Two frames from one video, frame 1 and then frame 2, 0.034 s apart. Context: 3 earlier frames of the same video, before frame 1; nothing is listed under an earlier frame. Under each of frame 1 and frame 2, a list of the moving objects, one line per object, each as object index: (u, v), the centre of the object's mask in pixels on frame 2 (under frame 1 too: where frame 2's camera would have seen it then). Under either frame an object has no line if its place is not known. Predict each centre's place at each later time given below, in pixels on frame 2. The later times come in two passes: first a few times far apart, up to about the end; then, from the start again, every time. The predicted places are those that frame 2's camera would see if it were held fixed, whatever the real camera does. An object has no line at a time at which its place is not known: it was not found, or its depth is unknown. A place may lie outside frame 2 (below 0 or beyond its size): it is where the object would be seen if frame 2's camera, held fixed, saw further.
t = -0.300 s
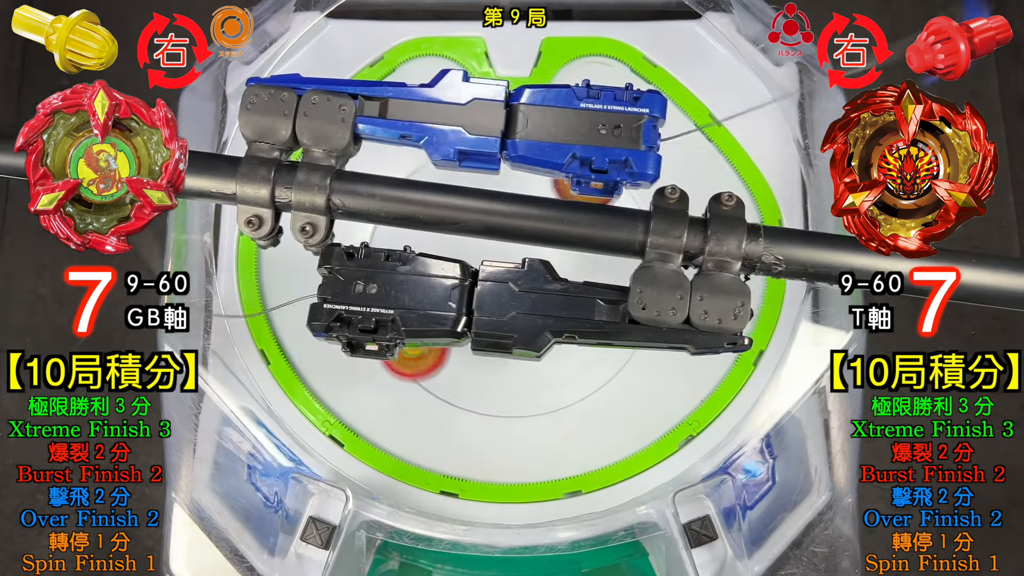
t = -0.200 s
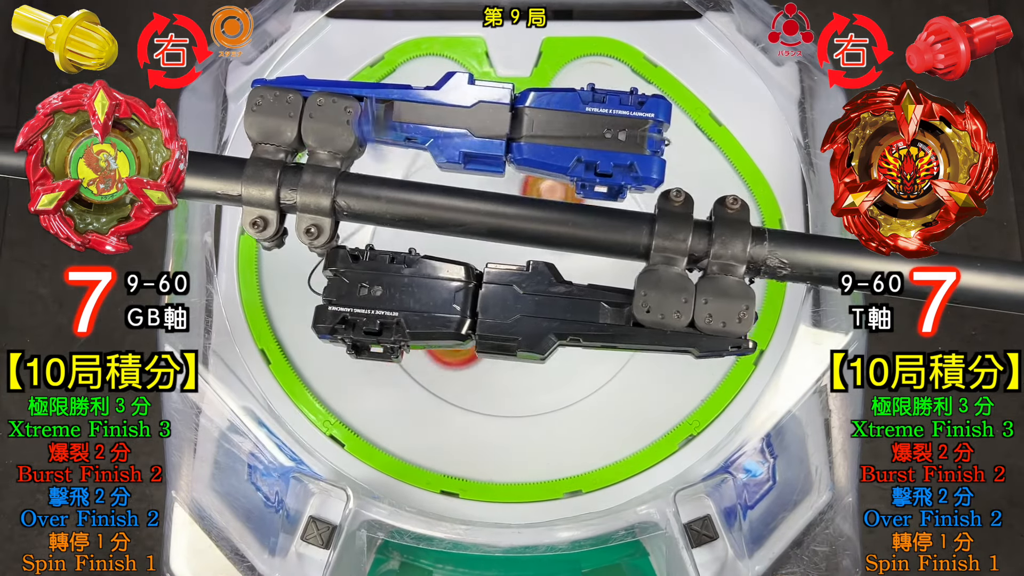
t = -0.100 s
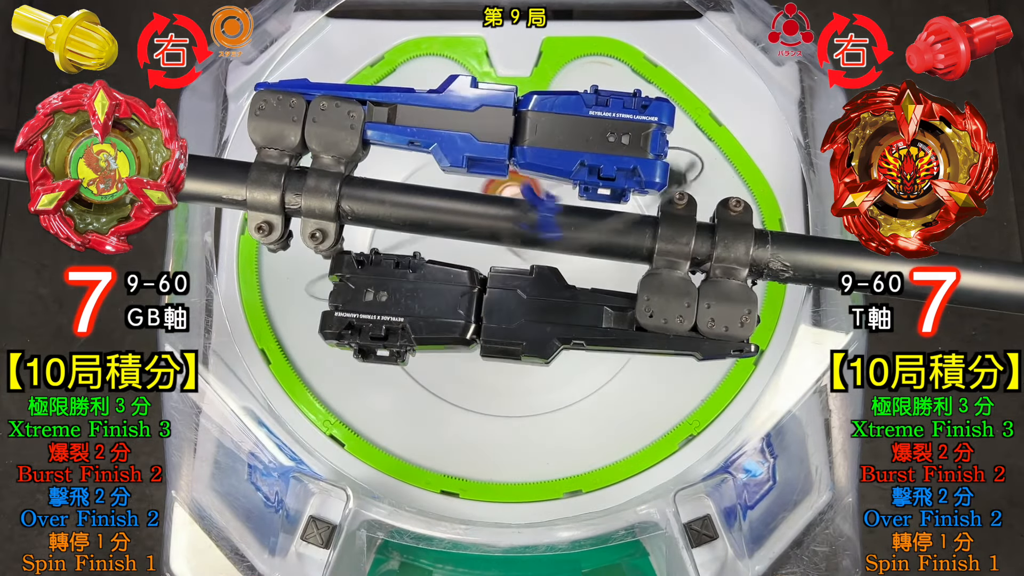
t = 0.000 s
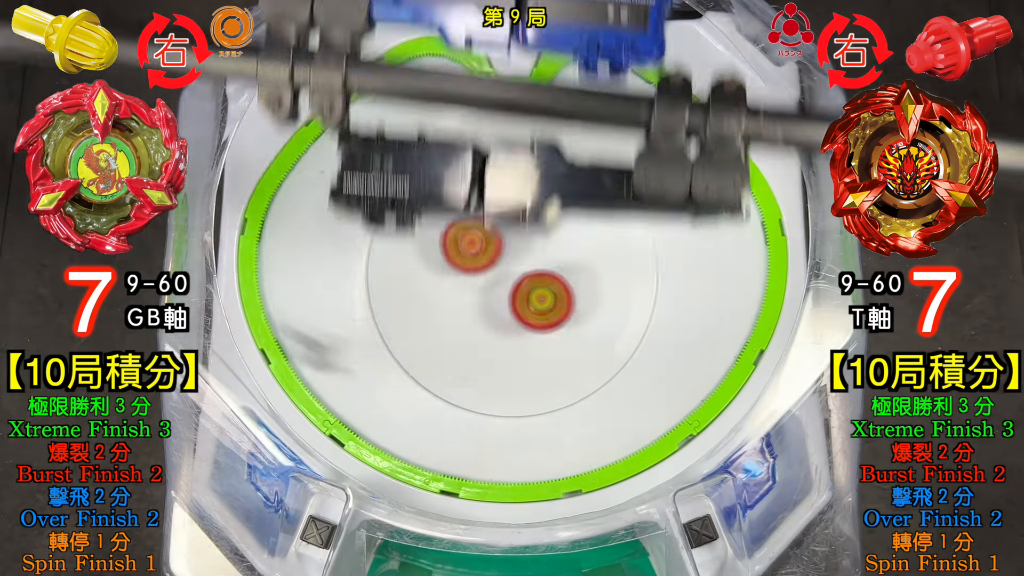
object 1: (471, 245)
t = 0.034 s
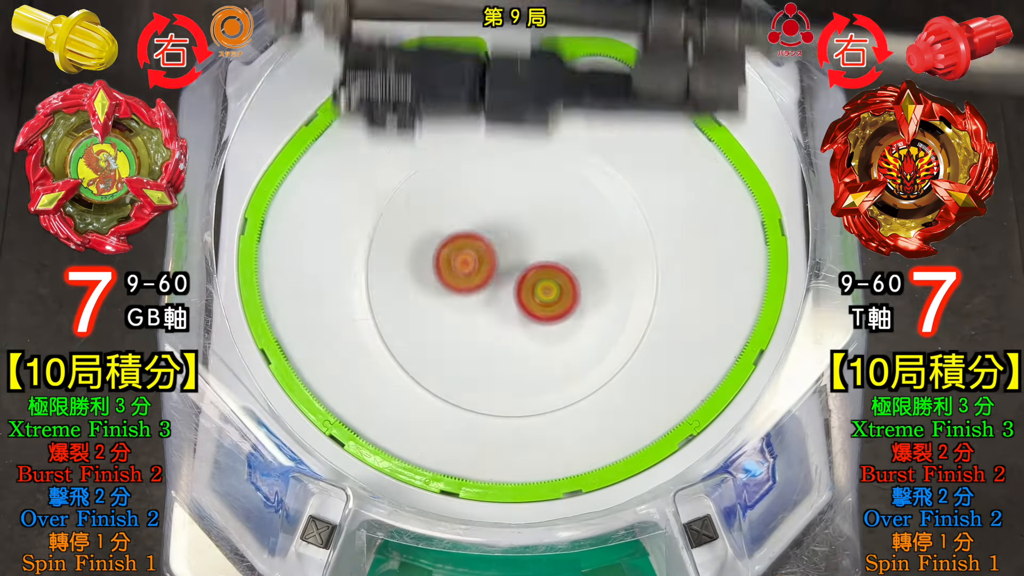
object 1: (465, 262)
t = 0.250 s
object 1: (523, 394)
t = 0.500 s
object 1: (654, 278)
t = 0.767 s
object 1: (449, 115)
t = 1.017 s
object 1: (270, 251)
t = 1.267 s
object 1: (751, 296)
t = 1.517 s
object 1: (730, 452)
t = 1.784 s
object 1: (643, 92)
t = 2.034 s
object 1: (585, 476)
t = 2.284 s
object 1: (484, 273)
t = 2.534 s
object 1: (475, 162)
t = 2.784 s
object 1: (529, 233)
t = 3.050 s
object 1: (601, 389)
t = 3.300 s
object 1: (642, 382)
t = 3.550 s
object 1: (560, 153)
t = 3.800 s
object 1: (366, 230)
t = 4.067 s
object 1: (419, 365)
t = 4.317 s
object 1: (706, 238)
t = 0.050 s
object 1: (463, 274)
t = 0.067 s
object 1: (462, 285)
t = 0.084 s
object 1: (462, 296)
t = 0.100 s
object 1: (463, 308)
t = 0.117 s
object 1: (466, 319)
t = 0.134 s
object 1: (469, 331)
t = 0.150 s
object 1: (474, 342)
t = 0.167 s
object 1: (480, 352)
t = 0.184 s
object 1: (486, 362)
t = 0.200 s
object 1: (494, 371)
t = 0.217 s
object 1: (503, 380)
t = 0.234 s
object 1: (513, 388)
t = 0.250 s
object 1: (523, 394)
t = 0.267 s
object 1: (534, 400)
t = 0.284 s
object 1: (545, 404)
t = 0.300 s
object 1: (556, 403)
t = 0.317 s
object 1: (567, 400)
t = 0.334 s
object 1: (578, 396)
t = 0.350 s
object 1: (588, 389)
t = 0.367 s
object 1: (597, 381)
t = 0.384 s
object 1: (606, 372)
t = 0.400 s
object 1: (613, 360)
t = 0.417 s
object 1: (621, 348)
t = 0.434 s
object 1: (628, 335)
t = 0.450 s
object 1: (636, 322)
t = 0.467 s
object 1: (643, 308)
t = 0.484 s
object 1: (650, 294)
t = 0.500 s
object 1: (654, 278)
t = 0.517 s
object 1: (655, 261)
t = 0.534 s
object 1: (653, 245)
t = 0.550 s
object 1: (649, 229)
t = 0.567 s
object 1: (641, 213)
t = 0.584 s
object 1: (631, 198)
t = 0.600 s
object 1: (619, 182)
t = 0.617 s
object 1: (606, 168)
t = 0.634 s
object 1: (591, 155)
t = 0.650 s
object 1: (574, 144)
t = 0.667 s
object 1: (557, 135)
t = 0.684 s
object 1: (539, 128)
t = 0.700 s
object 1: (521, 122)
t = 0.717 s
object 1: (503, 118)
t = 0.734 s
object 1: (485, 116)
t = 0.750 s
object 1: (466, 114)
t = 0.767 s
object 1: (449, 115)
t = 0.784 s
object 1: (432, 116)
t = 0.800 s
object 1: (416, 119)
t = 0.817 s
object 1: (400, 123)
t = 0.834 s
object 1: (386, 128)
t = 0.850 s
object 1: (372, 134)
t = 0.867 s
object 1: (358, 141)
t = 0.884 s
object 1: (346, 150)
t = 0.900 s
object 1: (333, 159)
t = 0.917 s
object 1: (322, 169)
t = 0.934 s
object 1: (311, 180)
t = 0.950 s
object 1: (301, 192)
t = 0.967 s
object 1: (292, 205)
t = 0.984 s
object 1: (284, 219)
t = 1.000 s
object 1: (276, 234)
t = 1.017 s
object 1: (270, 251)
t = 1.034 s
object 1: (264, 268)
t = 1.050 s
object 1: (259, 286)
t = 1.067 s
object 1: (268, 308)
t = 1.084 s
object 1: (284, 332)
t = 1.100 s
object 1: (300, 356)
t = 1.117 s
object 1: (316, 380)
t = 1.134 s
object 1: (334, 405)
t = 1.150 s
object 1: (377, 427)
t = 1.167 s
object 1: (425, 448)
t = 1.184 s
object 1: (475, 467)
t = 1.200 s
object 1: (547, 455)
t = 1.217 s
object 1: (618, 437)
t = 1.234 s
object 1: (678, 404)
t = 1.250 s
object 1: (717, 354)
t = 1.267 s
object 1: (751, 296)
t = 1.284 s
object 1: (756, 226)
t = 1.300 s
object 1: (724, 165)
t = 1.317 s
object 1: (677, 111)
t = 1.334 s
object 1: (624, 66)
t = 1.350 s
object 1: (565, 64)
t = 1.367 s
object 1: (541, 127)
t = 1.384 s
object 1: (522, 188)
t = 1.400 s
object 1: (504, 260)
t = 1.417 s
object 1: (578, 307)
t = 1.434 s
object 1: (670, 346)
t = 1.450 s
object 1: (755, 377)
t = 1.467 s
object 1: (827, 416)
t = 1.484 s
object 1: (792, 441)
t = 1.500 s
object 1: (742, 460)
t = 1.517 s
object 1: (730, 452)
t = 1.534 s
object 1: (737, 425)
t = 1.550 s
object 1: (746, 392)
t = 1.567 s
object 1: (760, 366)
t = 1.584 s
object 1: (774, 342)
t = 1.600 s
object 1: (784, 317)
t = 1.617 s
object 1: (786, 293)
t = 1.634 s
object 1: (780, 268)
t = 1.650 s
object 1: (769, 243)
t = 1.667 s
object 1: (754, 220)
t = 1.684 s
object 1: (741, 197)
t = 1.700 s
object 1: (730, 173)
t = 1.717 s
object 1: (719, 150)
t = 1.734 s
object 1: (707, 130)
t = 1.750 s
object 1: (685, 118)
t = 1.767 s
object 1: (664, 107)
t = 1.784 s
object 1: (643, 92)
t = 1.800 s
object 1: (625, 75)
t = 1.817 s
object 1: (600, 63)
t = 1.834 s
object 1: (568, 71)
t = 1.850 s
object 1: (578, 111)
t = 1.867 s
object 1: (570, 143)
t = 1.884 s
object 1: (573, 178)
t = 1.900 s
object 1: (576, 213)
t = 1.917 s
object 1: (578, 251)
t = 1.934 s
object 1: (580, 291)
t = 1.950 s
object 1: (583, 332)
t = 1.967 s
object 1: (585, 364)
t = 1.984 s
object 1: (585, 390)
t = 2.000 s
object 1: (585, 417)
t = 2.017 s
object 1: (585, 446)
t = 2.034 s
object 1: (585, 476)
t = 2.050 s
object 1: (579, 479)
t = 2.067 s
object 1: (570, 465)
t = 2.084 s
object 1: (559, 452)
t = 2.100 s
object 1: (550, 439)
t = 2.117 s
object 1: (540, 426)
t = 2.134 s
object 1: (532, 412)
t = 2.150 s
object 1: (526, 395)
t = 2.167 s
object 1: (519, 378)
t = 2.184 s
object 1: (513, 363)
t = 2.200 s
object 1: (506, 347)
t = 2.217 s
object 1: (500, 333)
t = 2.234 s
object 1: (495, 319)
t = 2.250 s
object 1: (491, 304)
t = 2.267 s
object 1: (487, 288)
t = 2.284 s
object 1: (484, 273)
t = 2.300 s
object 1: (480, 259)
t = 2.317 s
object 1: (477, 246)
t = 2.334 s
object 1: (474, 235)
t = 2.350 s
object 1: (472, 224)
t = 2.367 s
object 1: (471, 212)
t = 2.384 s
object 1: (470, 202)
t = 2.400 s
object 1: (470, 193)
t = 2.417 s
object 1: (469, 185)
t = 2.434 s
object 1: (469, 178)
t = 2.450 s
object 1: (469, 173)
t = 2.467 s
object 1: (470, 168)
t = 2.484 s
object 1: (471, 165)
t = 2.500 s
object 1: (472, 163)
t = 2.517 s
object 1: (474, 162)
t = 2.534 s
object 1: (475, 162)
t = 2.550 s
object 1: (478, 163)
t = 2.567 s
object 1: (480, 166)
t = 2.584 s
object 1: (482, 170)
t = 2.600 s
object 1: (487, 169)
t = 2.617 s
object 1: (493, 168)
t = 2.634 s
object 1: (498, 169)
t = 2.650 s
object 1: (503, 171)
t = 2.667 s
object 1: (507, 175)
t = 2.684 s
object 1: (512, 179)
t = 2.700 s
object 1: (516, 185)
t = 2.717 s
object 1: (519, 192)
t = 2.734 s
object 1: (522, 201)
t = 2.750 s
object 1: (525, 210)
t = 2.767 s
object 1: (527, 221)
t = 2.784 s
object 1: (529, 233)
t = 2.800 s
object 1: (531, 245)
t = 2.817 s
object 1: (533, 259)
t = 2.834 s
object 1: (535, 272)
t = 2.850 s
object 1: (539, 286)
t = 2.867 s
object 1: (542, 299)
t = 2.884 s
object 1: (547, 313)
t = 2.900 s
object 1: (552, 325)
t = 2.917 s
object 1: (557, 338)
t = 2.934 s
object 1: (563, 349)
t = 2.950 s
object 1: (570, 360)
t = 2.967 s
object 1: (577, 369)
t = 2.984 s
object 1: (584, 379)
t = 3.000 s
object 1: (589, 384)
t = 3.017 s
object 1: (593, 385)
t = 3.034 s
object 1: (597, 386)
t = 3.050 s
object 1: (601, 389)
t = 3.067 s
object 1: (604, 391)
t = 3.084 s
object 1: (607, 394)
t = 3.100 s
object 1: (610, 397)
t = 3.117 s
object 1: (613, 400)
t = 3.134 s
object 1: (616, 404)
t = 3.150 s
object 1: (618, 408)
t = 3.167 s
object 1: (620, 412)
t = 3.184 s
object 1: (623, 416)
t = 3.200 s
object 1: (625, 421)
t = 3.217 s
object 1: (627, 426)
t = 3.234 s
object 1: (629, 431)
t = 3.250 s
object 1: (631, 437)
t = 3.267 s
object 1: (635, 427)
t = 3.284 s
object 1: (639, 404)
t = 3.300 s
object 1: (642, 382)
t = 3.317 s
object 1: (644, 362)
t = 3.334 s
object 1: (647, 341)
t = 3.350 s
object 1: (649, 320)
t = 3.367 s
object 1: (651, 301)
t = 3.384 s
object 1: (652, 282)
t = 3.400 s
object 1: (651, 263)
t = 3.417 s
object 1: (650, 245)
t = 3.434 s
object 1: (646, 228)
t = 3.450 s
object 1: (640, 212)
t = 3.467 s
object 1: (631, 199)
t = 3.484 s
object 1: (618, 187)
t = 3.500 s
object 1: (604, 176)
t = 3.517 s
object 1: (590, 166)
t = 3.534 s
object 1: (575, 159)
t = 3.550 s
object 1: (560, 153)
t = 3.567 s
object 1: (545, 148)
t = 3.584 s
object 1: (529, 146)
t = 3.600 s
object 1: (513, 145)
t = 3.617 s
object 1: (497, 145)
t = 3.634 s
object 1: (482, 147)
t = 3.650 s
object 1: (466, 151)
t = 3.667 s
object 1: (452, 156)
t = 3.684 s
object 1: (438, 161)
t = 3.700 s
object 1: (425, 168)
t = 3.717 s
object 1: (411, 175)
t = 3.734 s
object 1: (398, 183)
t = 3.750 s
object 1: (385, 192)
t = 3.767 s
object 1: (376, 203)
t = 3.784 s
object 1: (370, 216)
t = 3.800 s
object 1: (366, 230)
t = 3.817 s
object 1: (361, 243)
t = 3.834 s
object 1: (357, 256)
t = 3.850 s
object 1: (352, 269)
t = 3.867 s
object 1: (346, 281)
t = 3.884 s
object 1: (341, 293)
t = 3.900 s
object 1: (335, 304)
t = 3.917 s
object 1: (329, 314)
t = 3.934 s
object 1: (322, 324)
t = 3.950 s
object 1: (315, 333)
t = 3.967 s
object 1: (308, 342)
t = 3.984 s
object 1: (301, 350)
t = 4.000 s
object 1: (299, 358)
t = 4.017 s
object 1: (327, 360)
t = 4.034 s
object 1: (358, 361)
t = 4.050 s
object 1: (389, 363)
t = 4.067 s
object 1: (419, 365)
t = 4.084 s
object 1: (448, 365)
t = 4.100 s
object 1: (479, 363)
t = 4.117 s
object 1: (508, 360)
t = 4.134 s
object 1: (535, 356)
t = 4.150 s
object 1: (562, 351)
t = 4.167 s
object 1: (587, 345)
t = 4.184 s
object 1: (611, 337)
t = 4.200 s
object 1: (633, 329)
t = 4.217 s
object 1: (652, 318)
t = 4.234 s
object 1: (663, 303)
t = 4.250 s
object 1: (673, 288)
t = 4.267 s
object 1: (683, 275)
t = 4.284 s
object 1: (691, 261)
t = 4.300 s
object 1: (699, 250)
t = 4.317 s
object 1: (706, 238)
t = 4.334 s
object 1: (711, 224)
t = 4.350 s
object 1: (715, 211)
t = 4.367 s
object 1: (719, 200)
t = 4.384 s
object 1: (721, 190)
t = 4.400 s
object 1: (721, 178)
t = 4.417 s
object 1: (721, 168)
